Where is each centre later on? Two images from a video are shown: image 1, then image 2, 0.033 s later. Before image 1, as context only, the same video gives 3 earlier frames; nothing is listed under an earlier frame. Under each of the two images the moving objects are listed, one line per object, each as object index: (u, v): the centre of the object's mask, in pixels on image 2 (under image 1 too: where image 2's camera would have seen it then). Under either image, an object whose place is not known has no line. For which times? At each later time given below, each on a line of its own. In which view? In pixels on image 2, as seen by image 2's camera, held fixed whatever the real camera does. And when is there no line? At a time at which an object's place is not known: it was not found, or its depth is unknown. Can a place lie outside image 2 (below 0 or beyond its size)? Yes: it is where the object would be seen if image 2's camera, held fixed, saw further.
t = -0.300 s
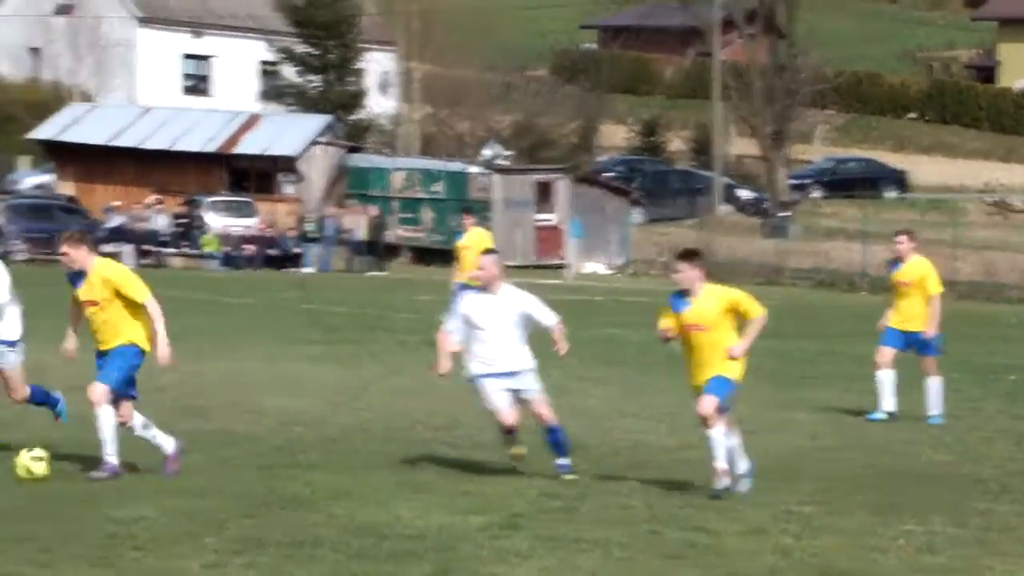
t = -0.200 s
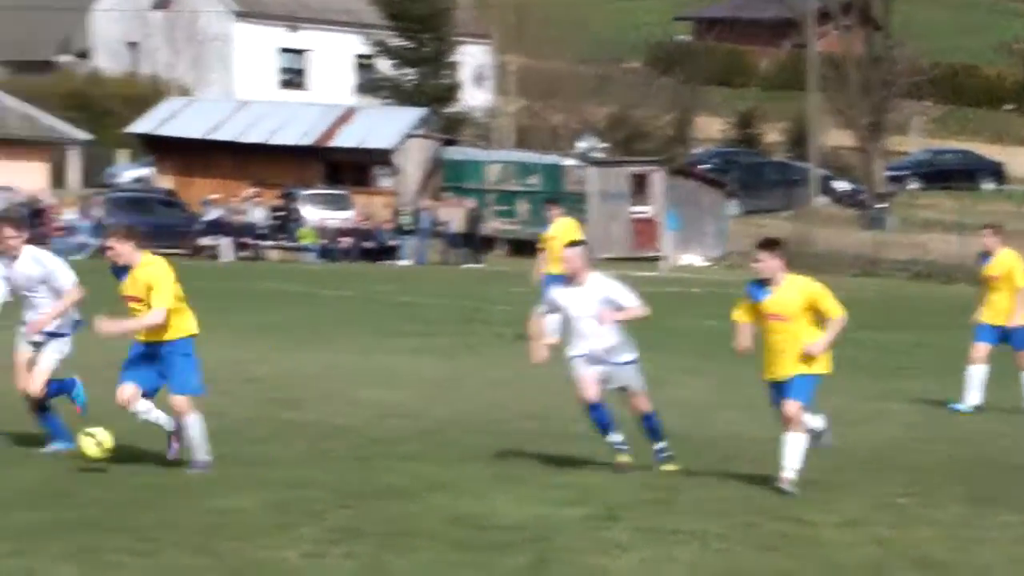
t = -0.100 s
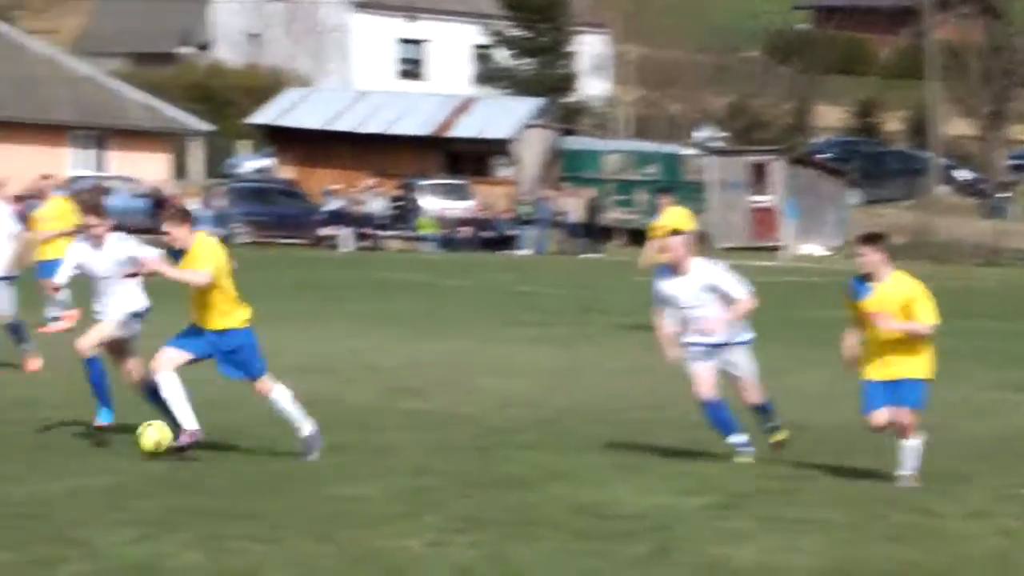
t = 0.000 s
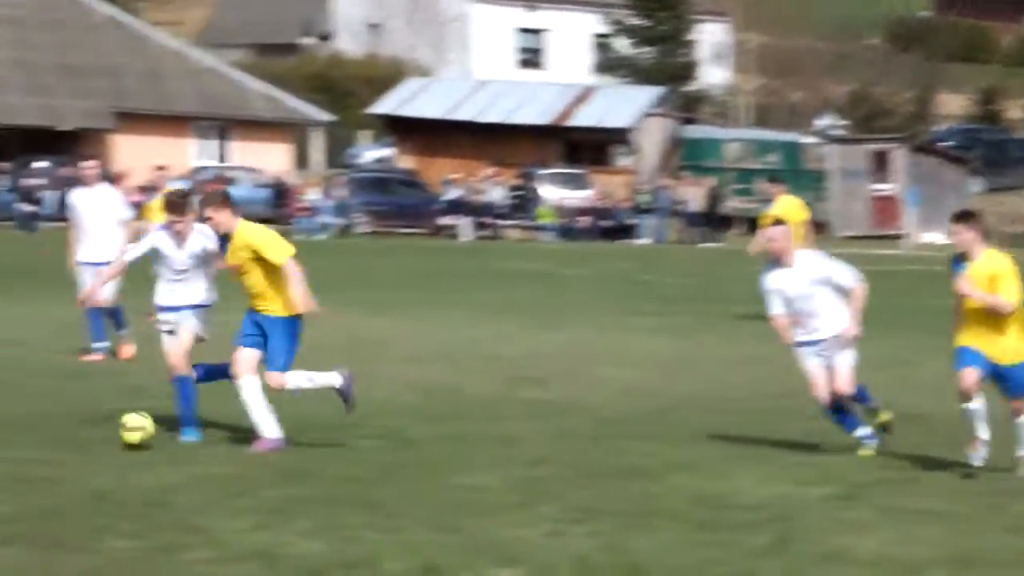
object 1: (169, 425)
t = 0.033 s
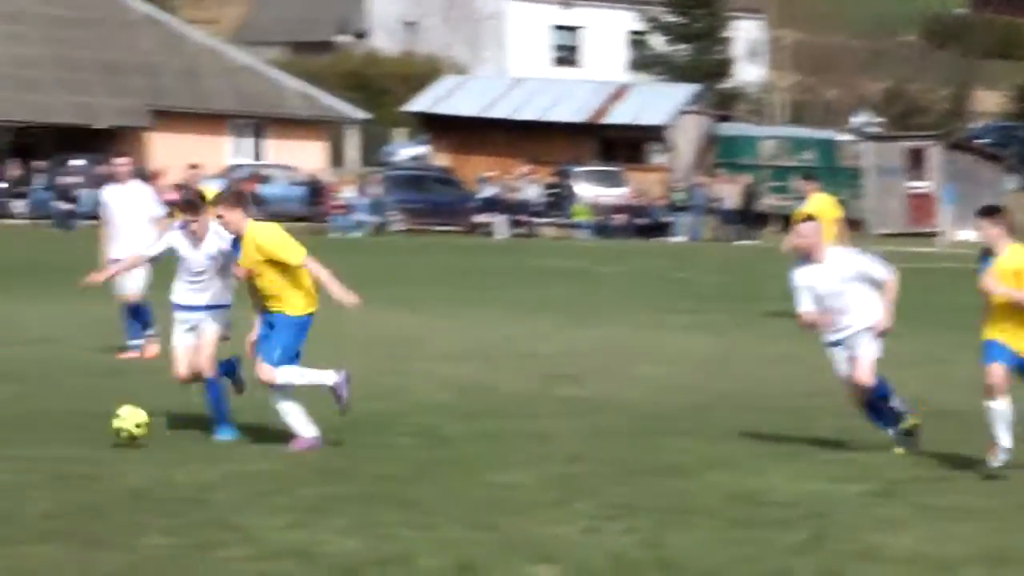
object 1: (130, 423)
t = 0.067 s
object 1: (87, 422)
